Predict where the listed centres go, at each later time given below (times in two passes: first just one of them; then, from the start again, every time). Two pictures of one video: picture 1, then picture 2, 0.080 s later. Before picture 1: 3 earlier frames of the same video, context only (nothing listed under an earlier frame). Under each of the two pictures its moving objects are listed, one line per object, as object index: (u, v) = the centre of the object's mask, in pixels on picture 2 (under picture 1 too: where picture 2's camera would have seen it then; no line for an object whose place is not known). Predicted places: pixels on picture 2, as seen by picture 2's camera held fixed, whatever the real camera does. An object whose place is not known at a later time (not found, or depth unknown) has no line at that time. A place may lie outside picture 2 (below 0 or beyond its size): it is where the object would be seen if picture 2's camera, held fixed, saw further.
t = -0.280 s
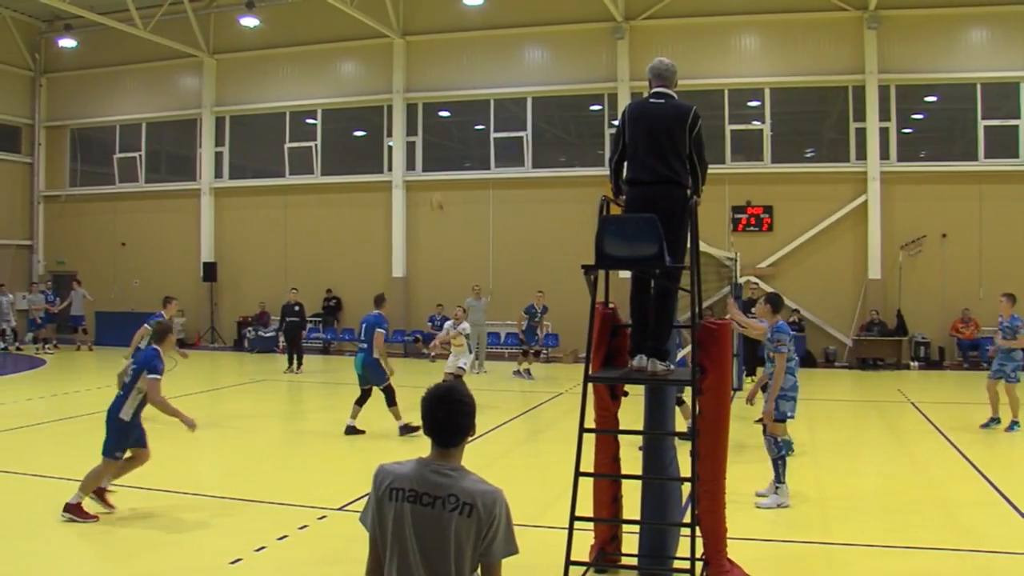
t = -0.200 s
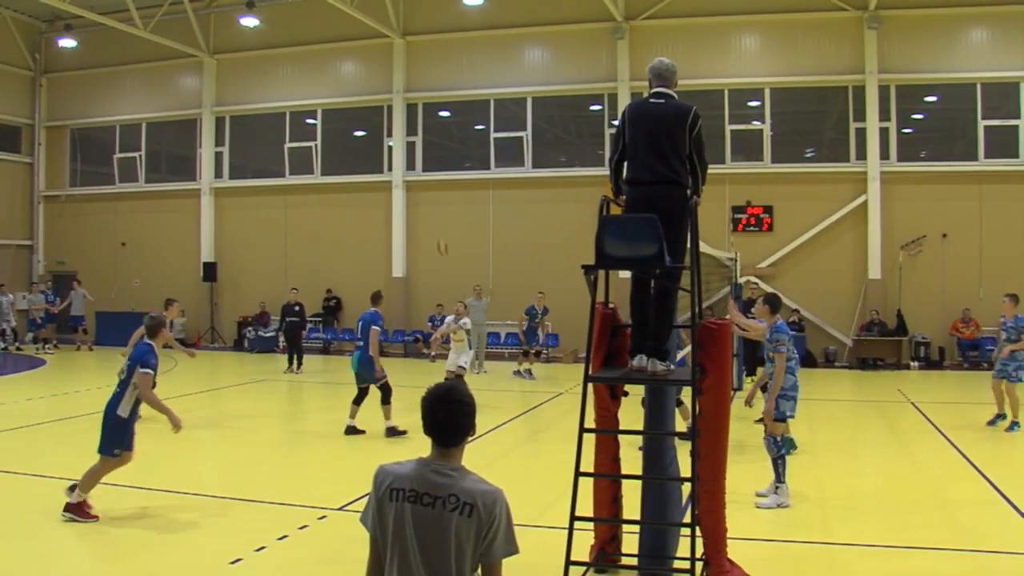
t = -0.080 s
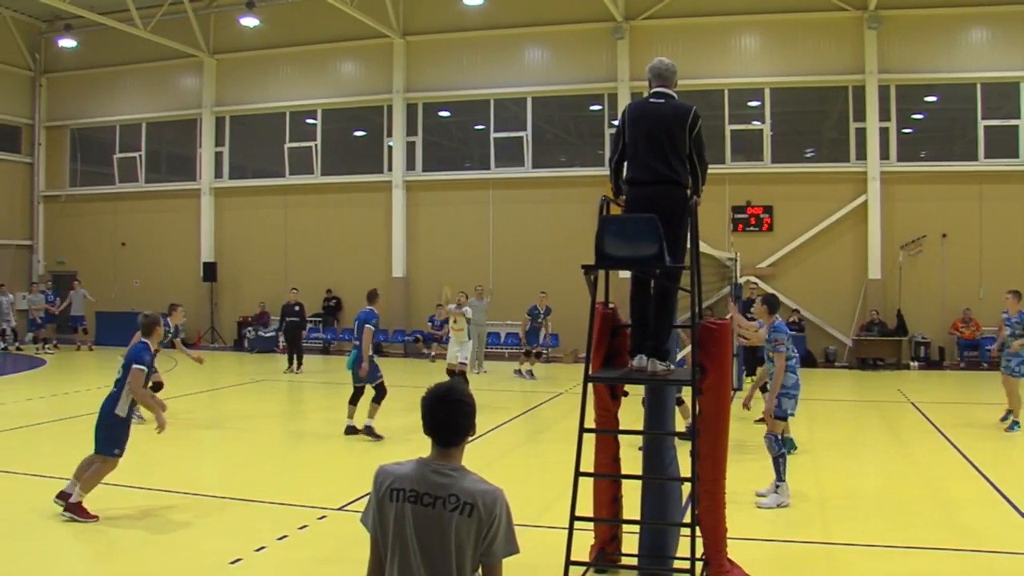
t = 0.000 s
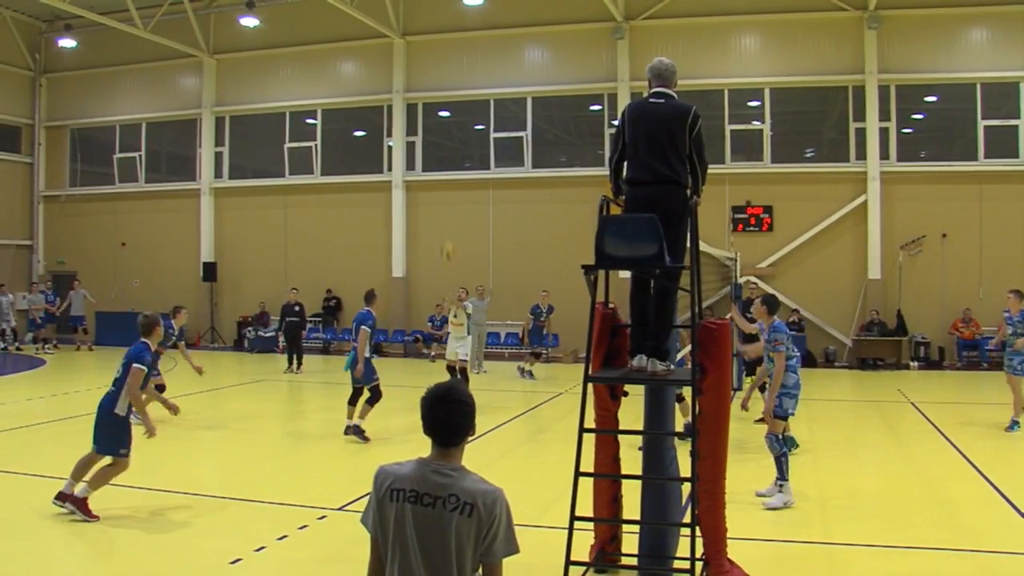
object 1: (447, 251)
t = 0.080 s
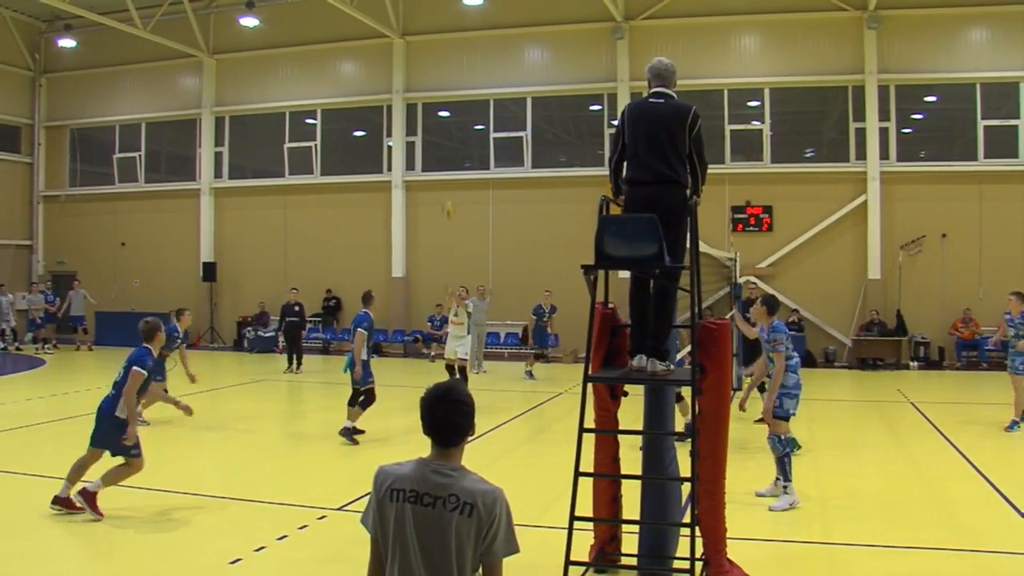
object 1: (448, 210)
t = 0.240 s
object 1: (452, 139)
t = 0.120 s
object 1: (449, 190)
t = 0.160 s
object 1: (450, 171)
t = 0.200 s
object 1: (451, 155)
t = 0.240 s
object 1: (452, 139)
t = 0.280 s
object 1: (452, 124)
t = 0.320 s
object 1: (453, 111)
